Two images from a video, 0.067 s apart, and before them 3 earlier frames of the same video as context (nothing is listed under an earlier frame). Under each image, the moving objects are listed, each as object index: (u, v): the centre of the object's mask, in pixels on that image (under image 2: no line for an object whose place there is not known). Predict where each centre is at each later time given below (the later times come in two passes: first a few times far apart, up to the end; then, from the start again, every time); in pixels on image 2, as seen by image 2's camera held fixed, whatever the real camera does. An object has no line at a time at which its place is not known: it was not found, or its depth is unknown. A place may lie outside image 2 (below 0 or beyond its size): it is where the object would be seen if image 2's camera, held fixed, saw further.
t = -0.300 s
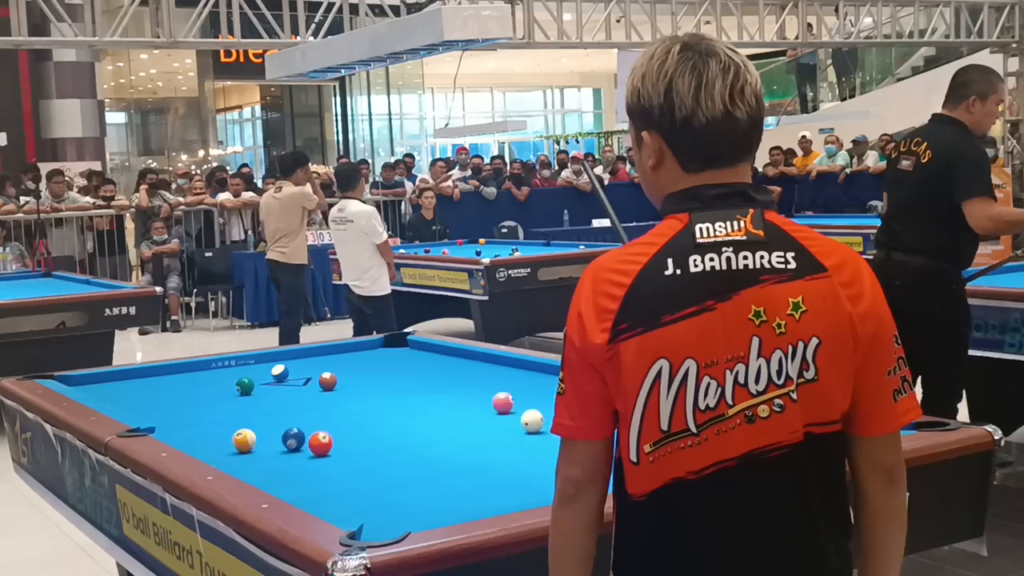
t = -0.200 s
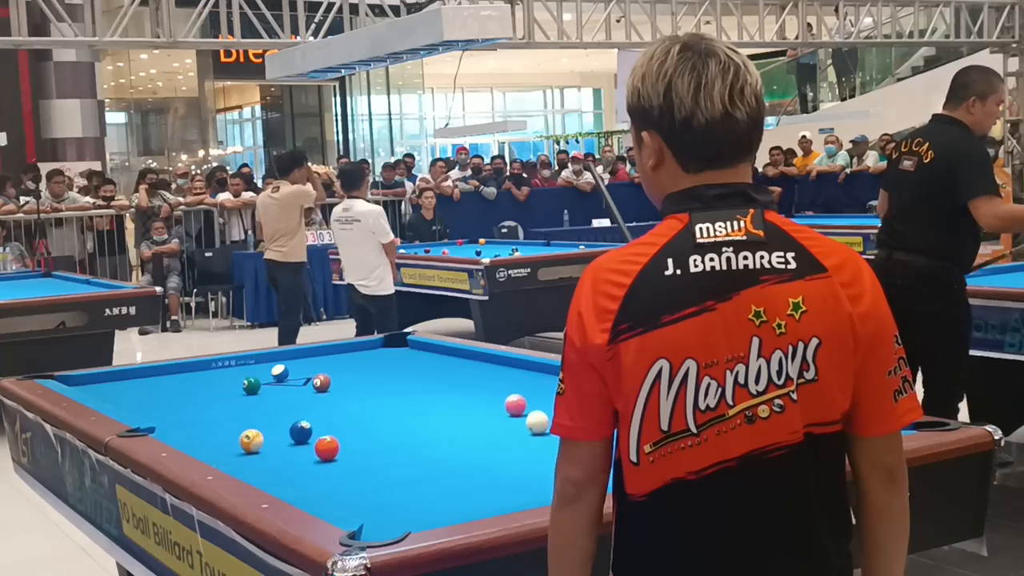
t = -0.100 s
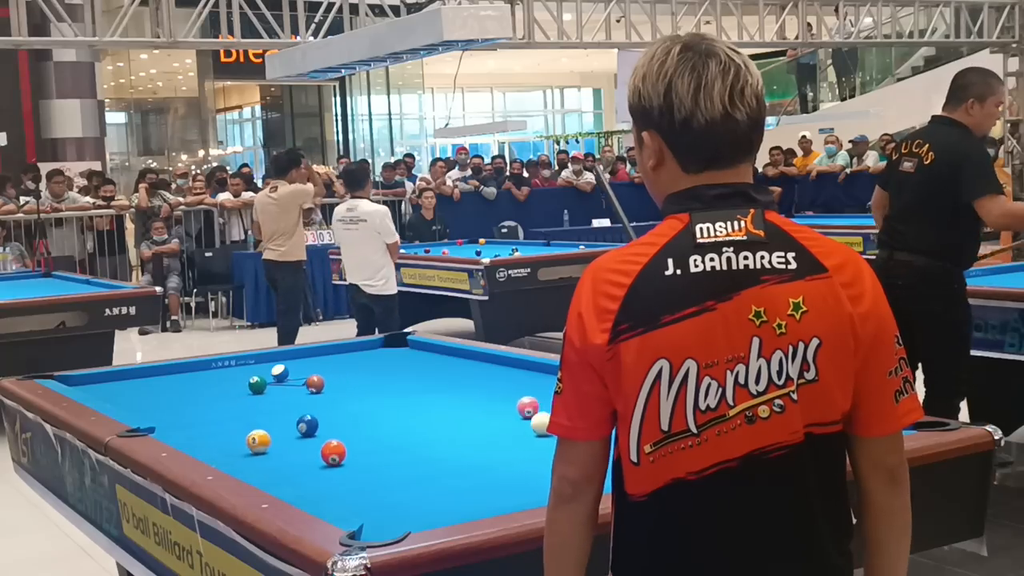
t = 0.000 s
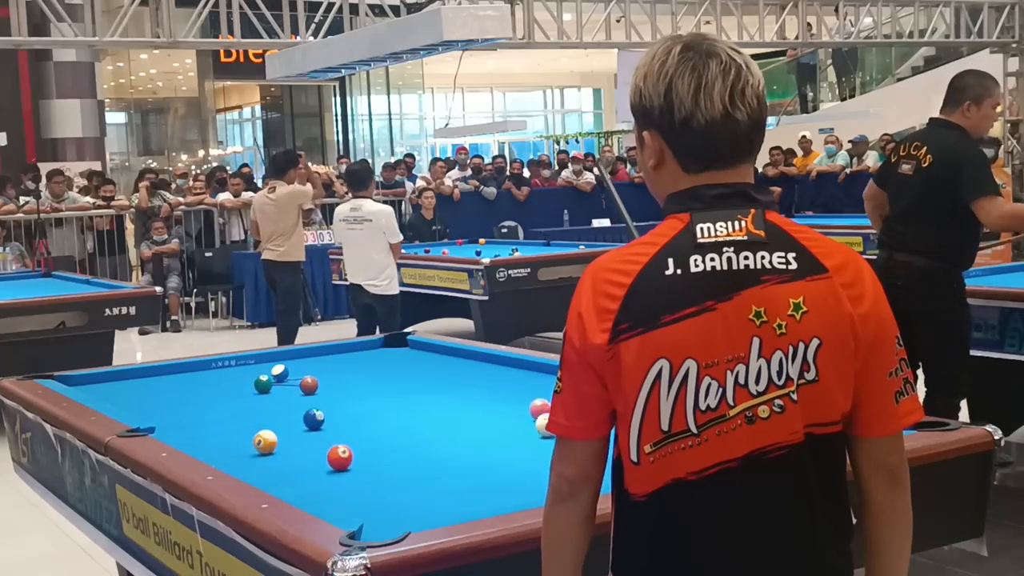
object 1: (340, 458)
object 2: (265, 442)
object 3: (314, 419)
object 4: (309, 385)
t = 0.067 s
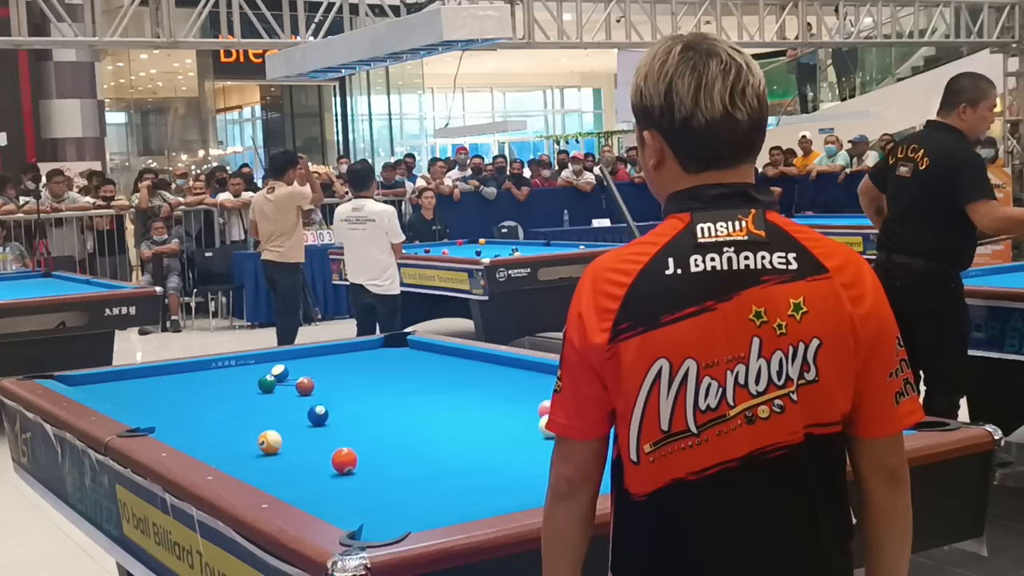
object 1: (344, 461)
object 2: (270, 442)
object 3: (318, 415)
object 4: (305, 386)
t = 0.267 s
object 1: (358, 470)
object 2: (282, 443)
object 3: (329, 404)
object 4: (294, 388)
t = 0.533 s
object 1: (377, 484)
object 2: (298, 444)
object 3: (342, 391)
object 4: (279, 392)
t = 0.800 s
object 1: (398, 499)
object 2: (312, 445)
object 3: (354, 380)
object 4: (266, 394)
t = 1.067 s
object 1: (419, 512)
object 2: (325, 445)
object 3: (364, 370)
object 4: (254, 397)
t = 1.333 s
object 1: (419, 516)
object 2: (334, 446)
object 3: (374, 361)
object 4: (243, 399)
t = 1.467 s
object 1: (409, 516)
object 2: (339, 446)
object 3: (378, 357)
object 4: (239, 400)
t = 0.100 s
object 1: (346, 462)
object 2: (272, 442)
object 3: (320, 413)
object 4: (303, 387)
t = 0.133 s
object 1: (349, 464)
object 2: (274, 442)
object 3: (322, 411)
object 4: (301, 387)
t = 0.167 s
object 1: (351, 465)
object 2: (276, 442)
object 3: (324, 409)
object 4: (299, 387)
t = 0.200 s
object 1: (353, 467)
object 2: (278, 442)
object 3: (325, 407)
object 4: (297, 388)
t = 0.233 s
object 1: (356, 469)
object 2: (280, 442)
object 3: (327, 405)
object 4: (296, 388)
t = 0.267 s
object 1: (358, 470)
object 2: (282, 443)
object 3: (329, 404)
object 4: (294, 388)
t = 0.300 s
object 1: (360, 472)
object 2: (284, 443)
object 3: (331, 402)
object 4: (292, 389)
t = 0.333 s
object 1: (363, 474)
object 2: (286, 443)
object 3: (332, 400)
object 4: (290, 389)
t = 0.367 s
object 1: (365, 475)
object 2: (288, 443)
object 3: (334, 399)
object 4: (288, 390)
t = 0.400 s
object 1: (367, 477)
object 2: (290, 443)
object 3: (336, 397)
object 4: (286, 390)
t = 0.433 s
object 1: (370, 479)
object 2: (293, 443)
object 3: (338, 395)
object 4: (284, 390)
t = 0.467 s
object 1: (372, 481)
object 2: (294, 443)
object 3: (339, 394)
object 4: (283, 391)
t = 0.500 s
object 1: (375, 482)
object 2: (296, 443)
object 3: (341, 392)
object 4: (281, 391)
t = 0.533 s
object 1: (377, 484)
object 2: (298, 444)
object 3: (342, 391)
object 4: (279, 392)
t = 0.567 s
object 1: (380, 486)
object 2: (300, 443)
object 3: (344, 389)
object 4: (277, 392)
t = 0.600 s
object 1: (383, 488)
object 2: (302, 444)
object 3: (346, 388)
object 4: (275, 392)
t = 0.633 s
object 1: (385, 489)
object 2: (304, 444)
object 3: (347, 386)
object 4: (274, 393)
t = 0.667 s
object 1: (388, 491)
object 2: (305, 444)
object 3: (349, 384)
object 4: (272, 393)
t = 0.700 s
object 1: (390, 493)
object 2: (307, 444)
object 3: (350, 383)
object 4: (270, 394)
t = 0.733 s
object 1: (393, 495)
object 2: (309, 444)
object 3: (351, 382)
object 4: (269, 394)
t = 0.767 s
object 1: (396, 496)
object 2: (310, 444)
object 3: (353, 381)
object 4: (267, 394)
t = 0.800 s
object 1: (398, 499)
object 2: (312, 445)
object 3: (354, 380)
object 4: (266, 394)
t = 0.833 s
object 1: (401, 500)
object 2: (314, 445)
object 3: (356, 378)
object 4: (264, 395)
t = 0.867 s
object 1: (403, 502)
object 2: (315, 445)
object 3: (357, 377)
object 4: (262, 395)
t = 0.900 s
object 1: (406, 504)
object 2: (317, 445)
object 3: (358, 376)
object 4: (261, 395)
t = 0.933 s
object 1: (409, 506)
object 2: (319, 445)
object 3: (359, 374)
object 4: (259, 395)
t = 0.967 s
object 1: (411, 508)
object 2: (320, 445)
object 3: (361, 373)
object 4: (258, 396)
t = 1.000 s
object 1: (414, 510)
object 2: (322, 445)
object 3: (362, 372)
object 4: (256, 396)
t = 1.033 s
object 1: (417, 511)
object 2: (323, 445)
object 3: (363, 371)
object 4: (255, 397)
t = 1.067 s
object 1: (419, 512)
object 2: (325, 445)
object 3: (364, 370)
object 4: (254, 397)
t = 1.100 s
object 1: (422, 513)
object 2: (326, 445)
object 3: (365, 369)
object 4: (252, 397)
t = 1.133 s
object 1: (424, 514)
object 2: (327, 446)
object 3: (367, 367)
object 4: (251, 398)
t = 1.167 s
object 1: (427, 514)
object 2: (328, 446)
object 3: (368, 366)
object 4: (250, 398)
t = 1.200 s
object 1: (429, 515)
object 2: (330, 446)
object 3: (369, 365)
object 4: (248, 398)
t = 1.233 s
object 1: (429, 515)
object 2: (331, 446)
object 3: (370, 364)
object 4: (247, 399)
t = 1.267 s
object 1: (425, 515)
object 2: (332, 446)
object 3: (371, 363)
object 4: (246, 399)
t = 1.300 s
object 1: (422, 516)
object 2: (333, 446)
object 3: (372, 362)
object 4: (245, 399)
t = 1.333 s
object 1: (419, 516)
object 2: (334, 446)
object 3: (374, 361)
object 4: (243, 399)
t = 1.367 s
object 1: (417, 516)
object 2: (336, 446)
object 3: (375, 360)
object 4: (242, 399)
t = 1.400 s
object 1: (414, 516)
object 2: (337, 446)
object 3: (375, 359)
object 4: (241, 400)
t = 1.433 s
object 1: (411, 516)
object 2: (338, 446)
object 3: (377, 358)
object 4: (240, 400)
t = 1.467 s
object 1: (409, 516)
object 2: (339, 446)
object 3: (378, 357)
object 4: (239, 400)
